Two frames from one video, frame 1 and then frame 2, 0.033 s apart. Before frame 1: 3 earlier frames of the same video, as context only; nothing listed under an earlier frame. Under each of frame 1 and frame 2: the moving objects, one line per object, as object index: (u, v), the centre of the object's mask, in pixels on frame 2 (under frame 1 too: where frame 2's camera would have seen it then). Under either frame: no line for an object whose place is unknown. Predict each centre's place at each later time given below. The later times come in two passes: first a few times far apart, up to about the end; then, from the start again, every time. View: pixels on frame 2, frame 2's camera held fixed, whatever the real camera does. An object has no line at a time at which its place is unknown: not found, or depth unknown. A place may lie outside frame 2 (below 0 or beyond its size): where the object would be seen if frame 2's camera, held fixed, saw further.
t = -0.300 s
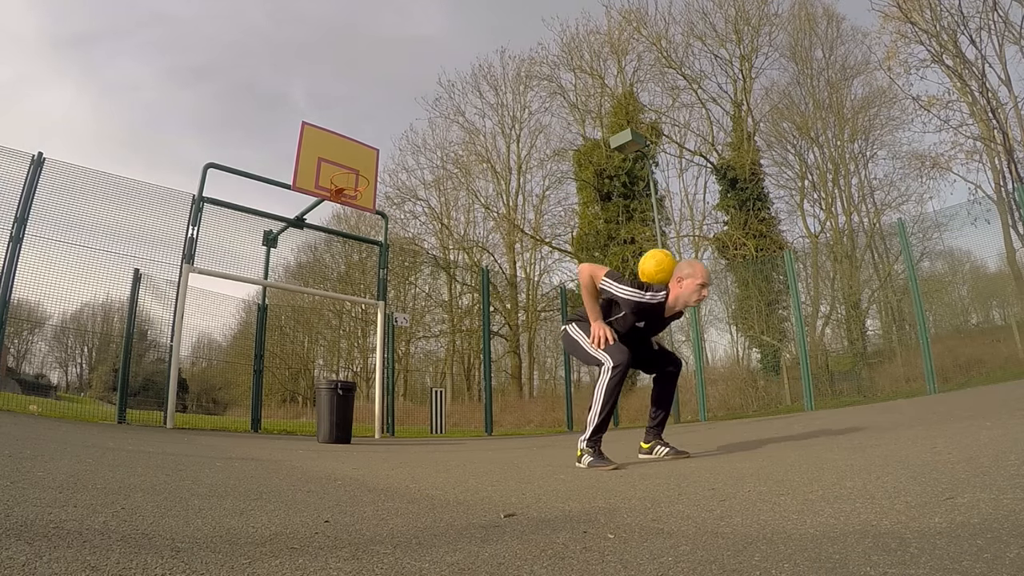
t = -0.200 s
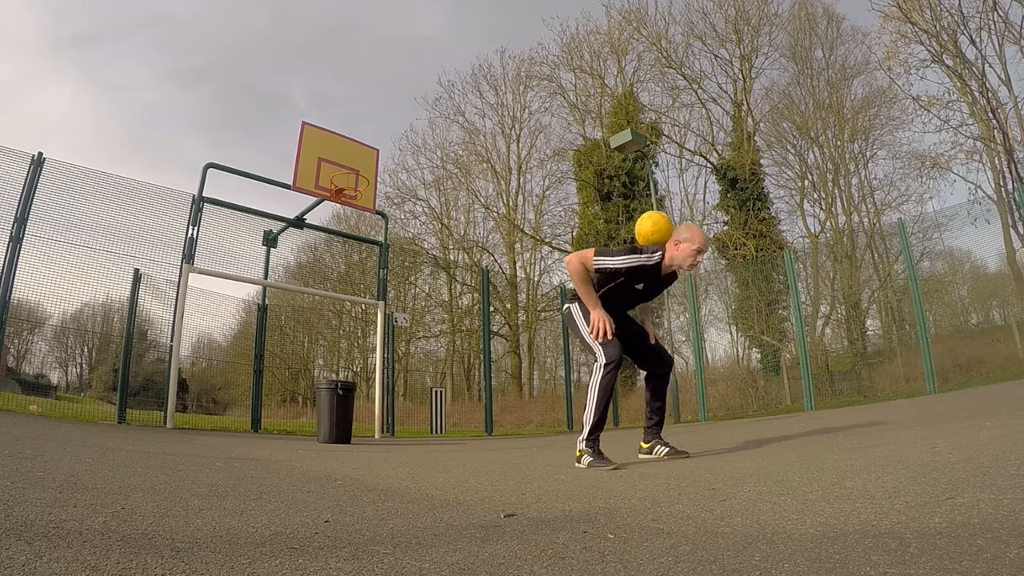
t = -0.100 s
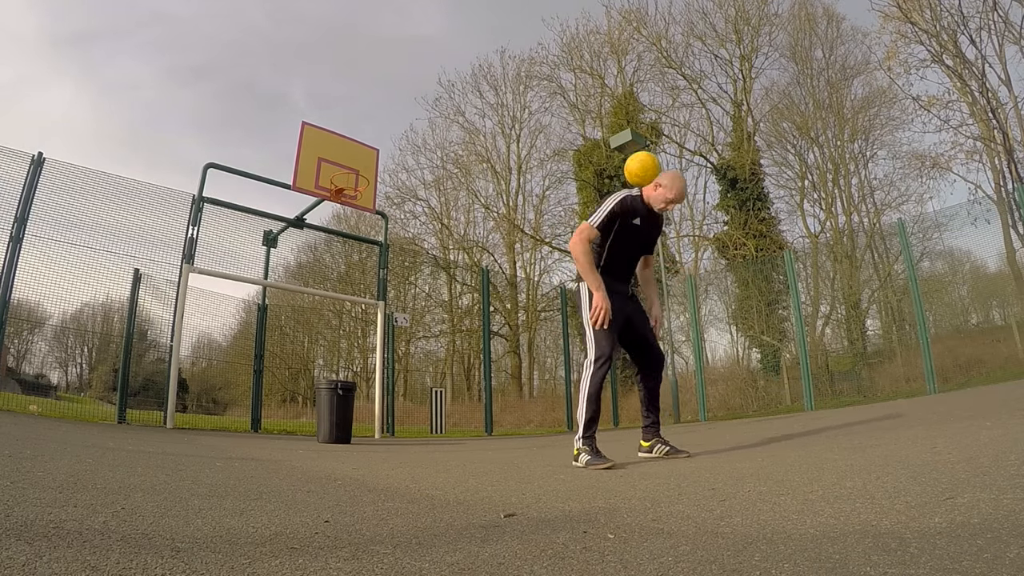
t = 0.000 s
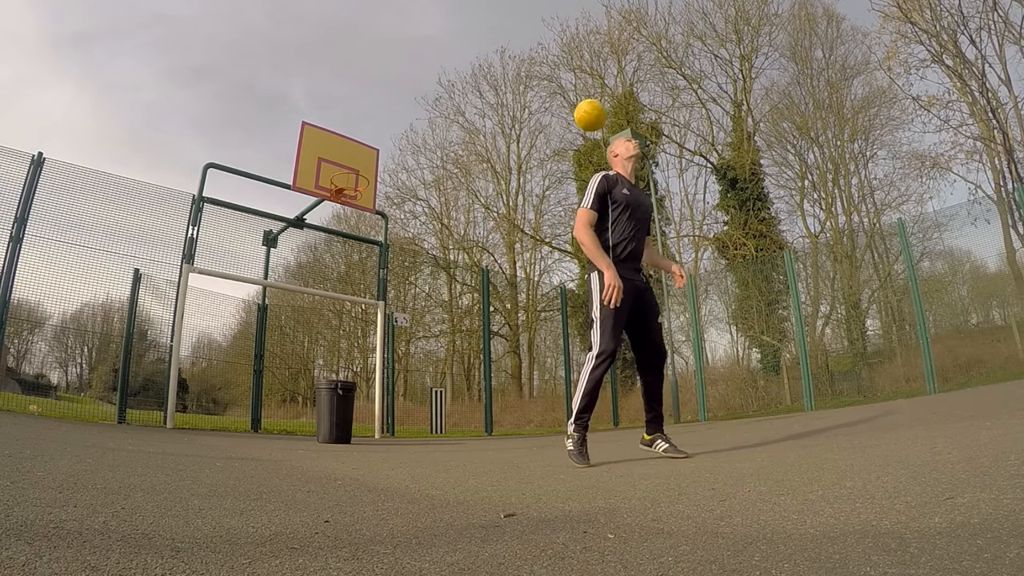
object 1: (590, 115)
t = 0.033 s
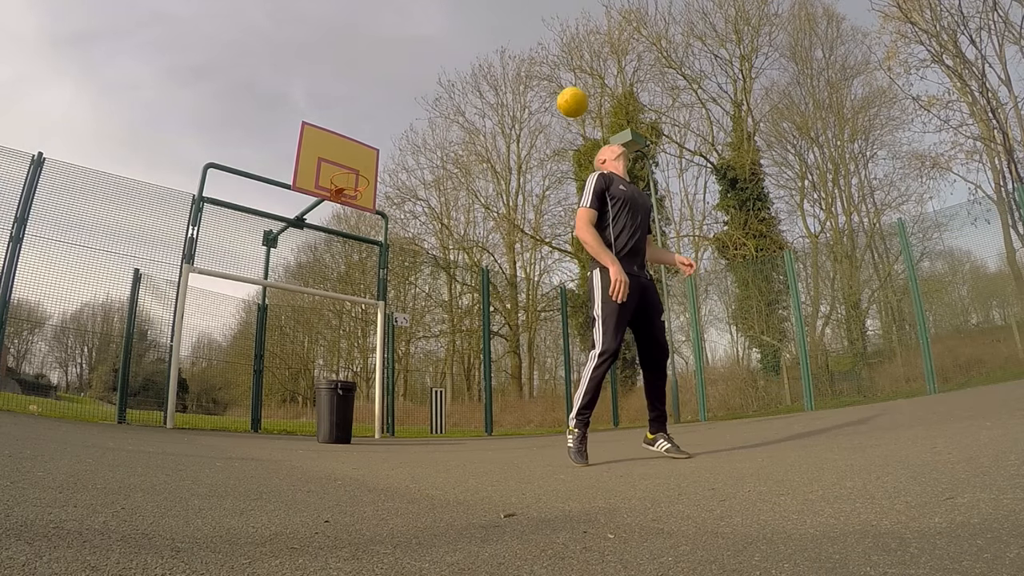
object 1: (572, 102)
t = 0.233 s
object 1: (493, 66)
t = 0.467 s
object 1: (433, 74)
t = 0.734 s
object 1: (382, 127)
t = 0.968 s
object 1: (346, 193)
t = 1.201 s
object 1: (352, 182)
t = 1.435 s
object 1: (348, 194)
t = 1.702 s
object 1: (347, 205)
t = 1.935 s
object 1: (339, 262)
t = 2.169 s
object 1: (330, 372)
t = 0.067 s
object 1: (556, 91)
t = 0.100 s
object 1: (541, 83)
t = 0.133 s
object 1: (527, 76)
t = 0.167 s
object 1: (515, 71)
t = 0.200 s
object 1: (503, 68)
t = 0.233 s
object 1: (493, 66)
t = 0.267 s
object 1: (482, 65)
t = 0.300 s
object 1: (473, 64)
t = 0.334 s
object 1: (465, 65)
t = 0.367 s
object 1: (456, 66)
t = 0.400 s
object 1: (448, 68)
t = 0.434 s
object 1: (441, 71)
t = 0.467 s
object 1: (433, 74)
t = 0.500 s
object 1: (426, 79)
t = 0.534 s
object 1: (419, 84)
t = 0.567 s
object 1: (413, 90)
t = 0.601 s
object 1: (407, 96)
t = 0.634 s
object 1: (400, 103)
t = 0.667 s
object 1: (394, 111)
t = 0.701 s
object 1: (388, 118)
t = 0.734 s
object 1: (382, 127)
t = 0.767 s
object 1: (377, 136)
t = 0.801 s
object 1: (371, 146)
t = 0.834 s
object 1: (366, 156)
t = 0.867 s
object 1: (360, 167)
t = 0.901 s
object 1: (354, 179)
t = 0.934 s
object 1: (350, 191)
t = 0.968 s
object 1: (346, 193)
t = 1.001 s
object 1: (342, 191)
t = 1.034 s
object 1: (347, 189)
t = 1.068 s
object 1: (352, 189)
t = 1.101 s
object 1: (357, 188)
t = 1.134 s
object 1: (356, 185)
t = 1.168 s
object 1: (354, 183)
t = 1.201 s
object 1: (352, 182)
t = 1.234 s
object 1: (350, 182)
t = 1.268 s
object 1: (349, 182)
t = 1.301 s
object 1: (349, 183)
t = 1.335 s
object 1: (348, 185)
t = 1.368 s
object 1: (348, 188)
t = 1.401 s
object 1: (347, 192)
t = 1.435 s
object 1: (348, 194)
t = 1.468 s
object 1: (348, 193)
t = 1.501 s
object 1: (348, 193)
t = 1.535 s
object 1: (348, 192)
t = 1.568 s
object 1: (348, 193)
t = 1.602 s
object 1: (349, 195)
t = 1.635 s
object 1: (348, 196)
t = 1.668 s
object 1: (348, 200)
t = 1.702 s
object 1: (347, 205)
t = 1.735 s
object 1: (346, 210)
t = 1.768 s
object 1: (344, 216)
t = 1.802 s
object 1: (343, 224)
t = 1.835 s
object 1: (342, 232)
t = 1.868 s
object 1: (341, 240)
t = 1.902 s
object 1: (340, 251)
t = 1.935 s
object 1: (339, 262)
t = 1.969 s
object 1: (337, 273)
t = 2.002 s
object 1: (336, 287)
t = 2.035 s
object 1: (335, 302)
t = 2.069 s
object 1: (333, 317)
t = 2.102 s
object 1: (332, 335)
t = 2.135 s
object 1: (331, 353)
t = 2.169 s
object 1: (330, 372)
